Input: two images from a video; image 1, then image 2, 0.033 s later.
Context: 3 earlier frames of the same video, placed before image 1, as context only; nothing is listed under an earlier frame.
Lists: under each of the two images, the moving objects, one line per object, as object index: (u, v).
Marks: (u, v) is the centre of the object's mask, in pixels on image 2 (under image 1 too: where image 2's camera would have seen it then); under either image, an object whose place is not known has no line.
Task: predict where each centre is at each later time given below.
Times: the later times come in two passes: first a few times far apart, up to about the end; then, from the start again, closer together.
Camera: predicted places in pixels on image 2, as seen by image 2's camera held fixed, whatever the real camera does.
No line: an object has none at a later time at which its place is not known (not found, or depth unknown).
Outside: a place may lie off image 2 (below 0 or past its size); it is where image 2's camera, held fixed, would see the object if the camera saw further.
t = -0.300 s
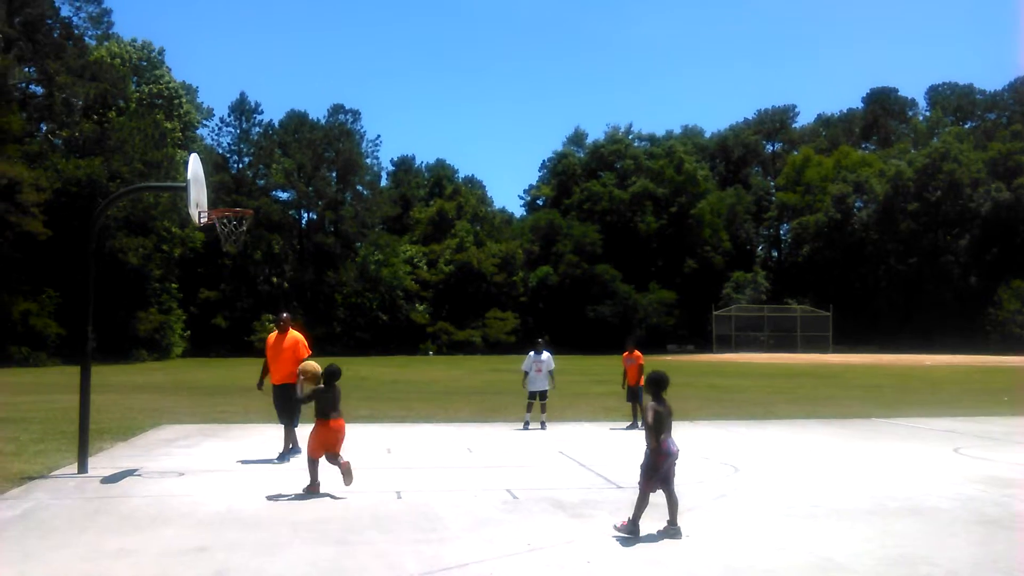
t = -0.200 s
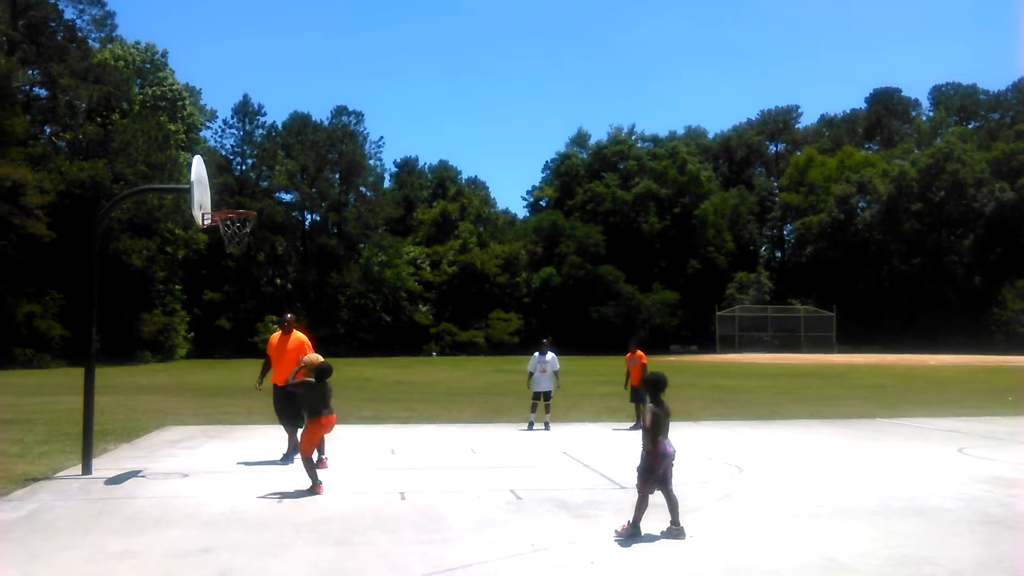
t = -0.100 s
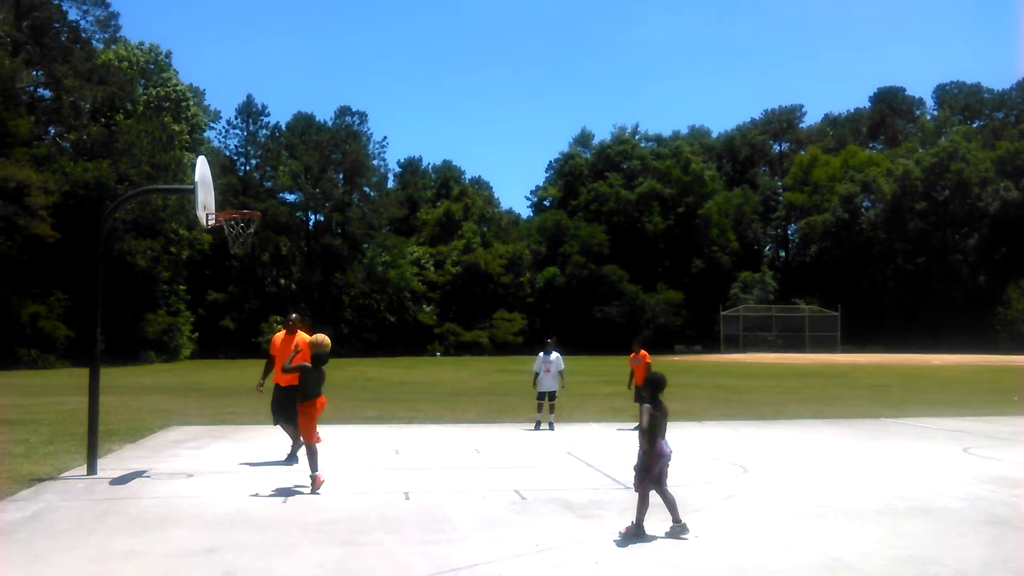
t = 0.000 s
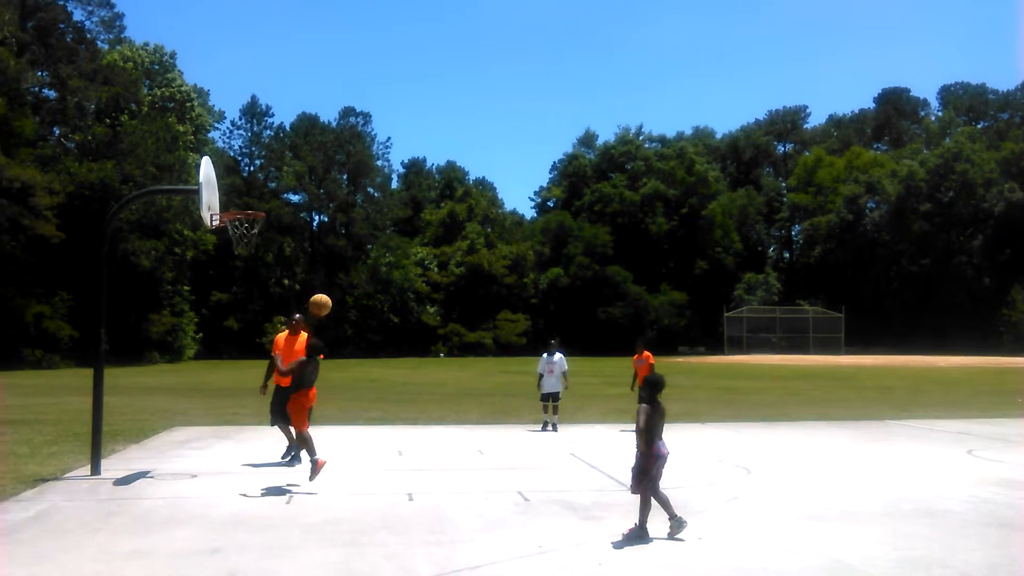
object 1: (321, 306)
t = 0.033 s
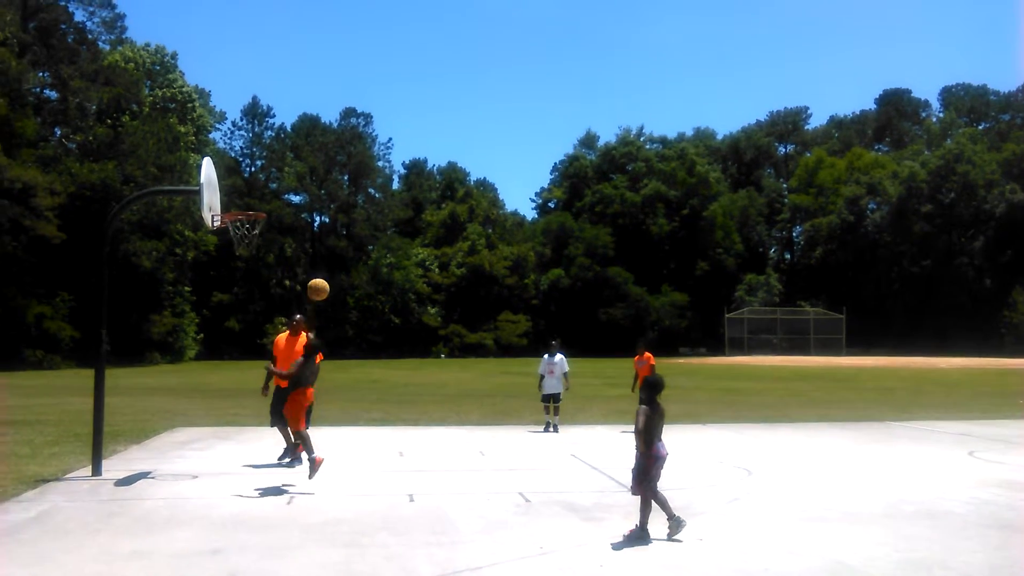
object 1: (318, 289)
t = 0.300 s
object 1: (292, 199)
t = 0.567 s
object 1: (268, 170)
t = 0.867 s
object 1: (242, 205)
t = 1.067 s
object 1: (226, 263)
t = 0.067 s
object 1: (314, 274)
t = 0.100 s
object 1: (311, 260)
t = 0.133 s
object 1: (308, 247)
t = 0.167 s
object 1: (304, 236)
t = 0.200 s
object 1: (301, 225)
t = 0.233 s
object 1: (298, 215)
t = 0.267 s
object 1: (295, 206)
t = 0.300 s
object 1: (292, 199)
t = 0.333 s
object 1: (288, 192)
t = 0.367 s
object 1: (286, 186)
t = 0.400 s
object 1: (282, 181)
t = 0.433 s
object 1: (279, 177)
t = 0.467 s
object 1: (277, 174)
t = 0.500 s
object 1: (274, 172)
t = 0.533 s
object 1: (271, 171)
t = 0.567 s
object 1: (268, 170)
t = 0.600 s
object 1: (265, 171)
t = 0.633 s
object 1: (261, 172)
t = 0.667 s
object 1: (259, 175)
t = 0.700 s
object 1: (256, 178)
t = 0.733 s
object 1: (253, 182)
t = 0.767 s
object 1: (249, 186)
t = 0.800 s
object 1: (246, 192)
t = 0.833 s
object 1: (244, 198)
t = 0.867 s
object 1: (242, 205)
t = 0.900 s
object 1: (239, 210)
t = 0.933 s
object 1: (241, 222)
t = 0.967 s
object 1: (234, 231)
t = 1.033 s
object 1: (228, 252)
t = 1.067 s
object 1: (226, 263)
